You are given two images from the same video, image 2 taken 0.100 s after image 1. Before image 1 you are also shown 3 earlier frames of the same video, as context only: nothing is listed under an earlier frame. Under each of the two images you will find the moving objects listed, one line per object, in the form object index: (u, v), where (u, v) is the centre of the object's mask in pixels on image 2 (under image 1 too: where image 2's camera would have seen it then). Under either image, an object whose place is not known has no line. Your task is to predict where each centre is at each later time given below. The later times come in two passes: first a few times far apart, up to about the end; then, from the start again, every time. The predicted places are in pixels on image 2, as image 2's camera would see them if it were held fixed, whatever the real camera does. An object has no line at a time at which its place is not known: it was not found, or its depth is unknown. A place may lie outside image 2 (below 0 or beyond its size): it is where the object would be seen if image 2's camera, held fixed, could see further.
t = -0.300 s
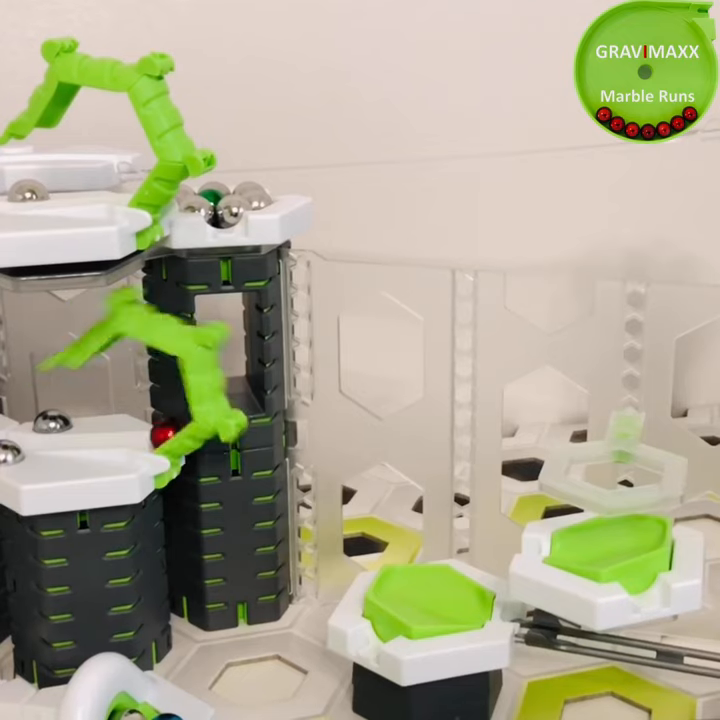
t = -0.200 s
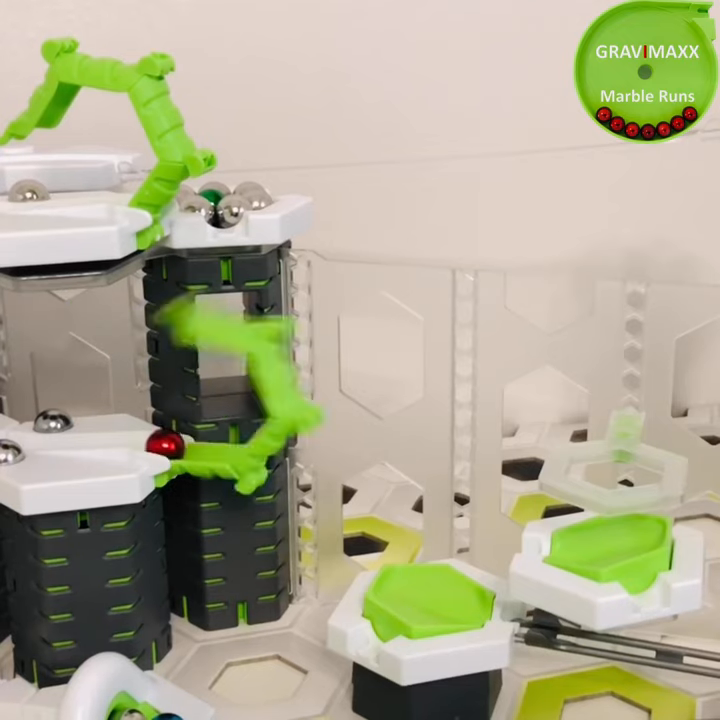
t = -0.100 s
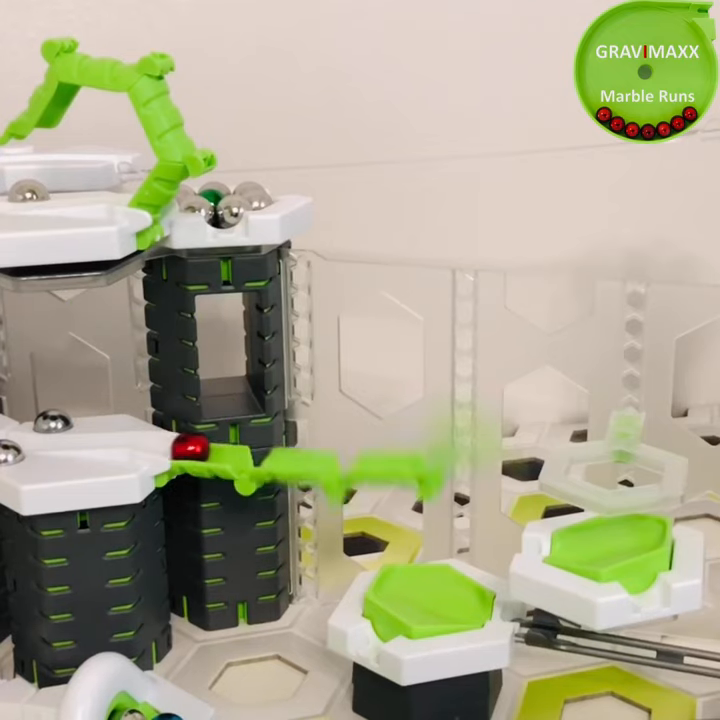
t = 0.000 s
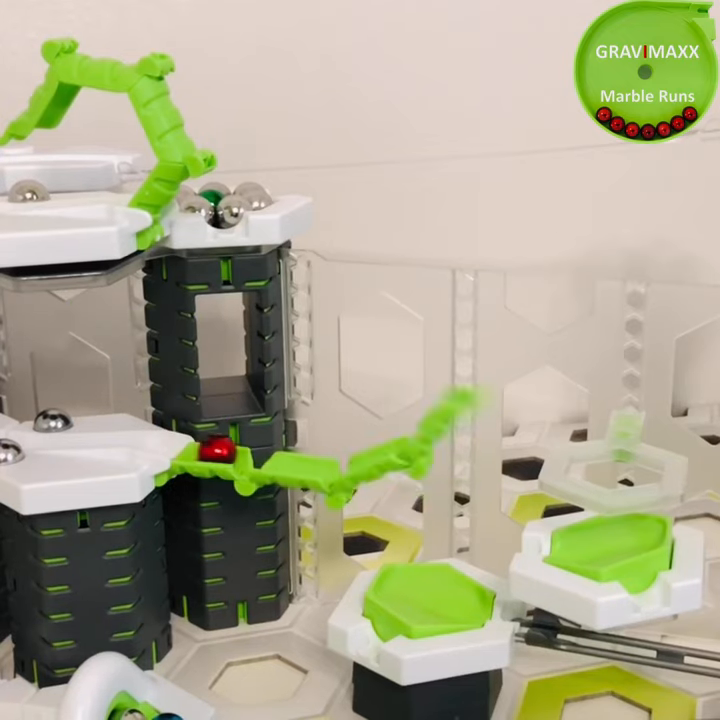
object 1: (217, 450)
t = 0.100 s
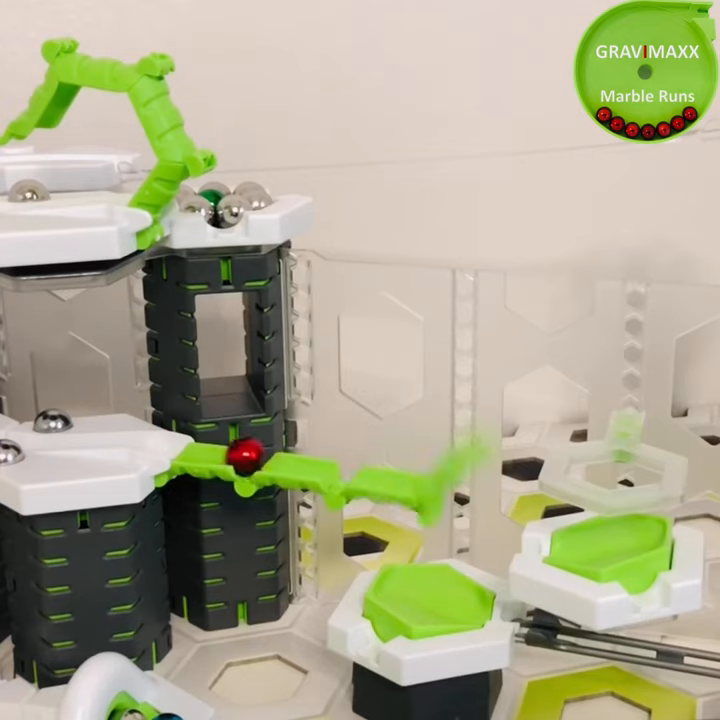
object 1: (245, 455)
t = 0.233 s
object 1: (290, 460)
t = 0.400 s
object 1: (372, 472)
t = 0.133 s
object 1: (254, 457)
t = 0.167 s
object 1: (265, 457)
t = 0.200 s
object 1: (277, 459)
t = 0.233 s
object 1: (290, 460)
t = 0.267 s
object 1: (305, 462)
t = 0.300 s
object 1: (320, 464)
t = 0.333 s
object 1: (336, 469)
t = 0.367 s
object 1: (352, 471)
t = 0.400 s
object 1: (372, 472)
